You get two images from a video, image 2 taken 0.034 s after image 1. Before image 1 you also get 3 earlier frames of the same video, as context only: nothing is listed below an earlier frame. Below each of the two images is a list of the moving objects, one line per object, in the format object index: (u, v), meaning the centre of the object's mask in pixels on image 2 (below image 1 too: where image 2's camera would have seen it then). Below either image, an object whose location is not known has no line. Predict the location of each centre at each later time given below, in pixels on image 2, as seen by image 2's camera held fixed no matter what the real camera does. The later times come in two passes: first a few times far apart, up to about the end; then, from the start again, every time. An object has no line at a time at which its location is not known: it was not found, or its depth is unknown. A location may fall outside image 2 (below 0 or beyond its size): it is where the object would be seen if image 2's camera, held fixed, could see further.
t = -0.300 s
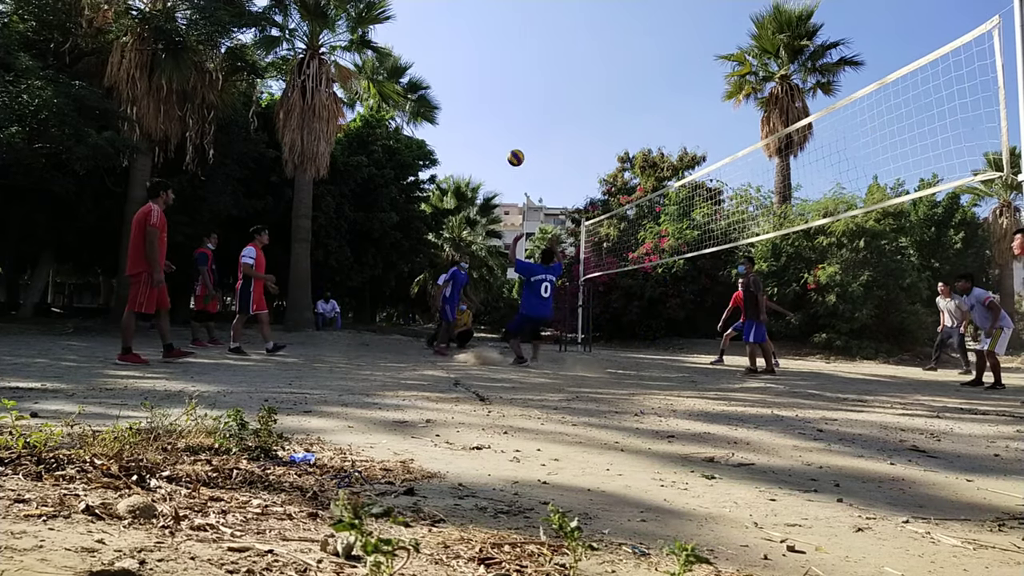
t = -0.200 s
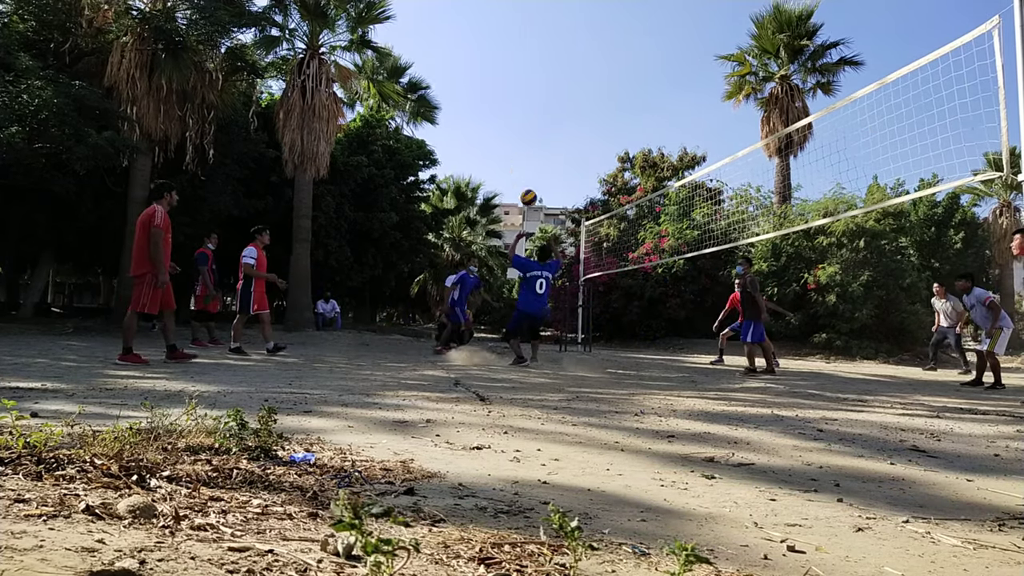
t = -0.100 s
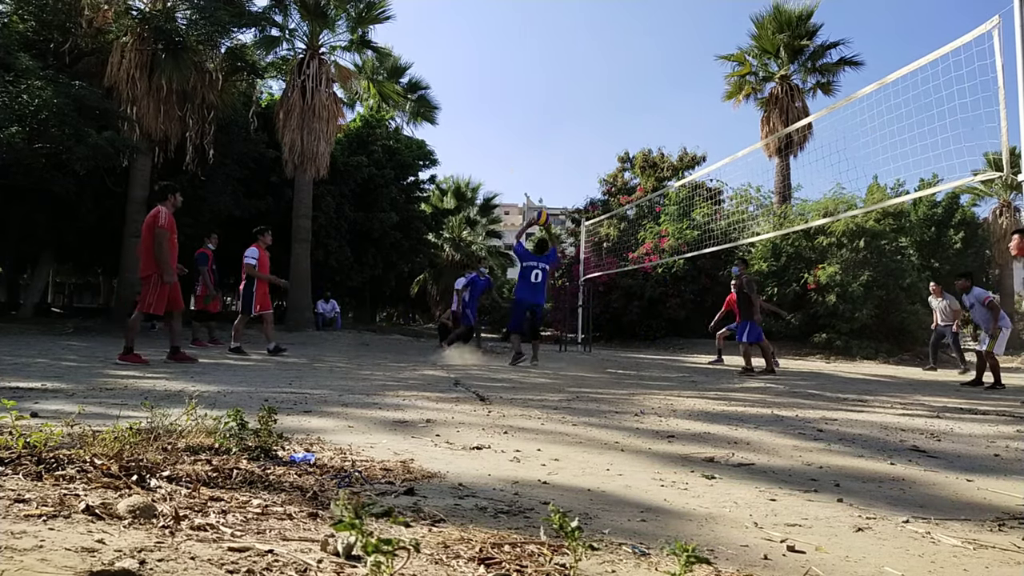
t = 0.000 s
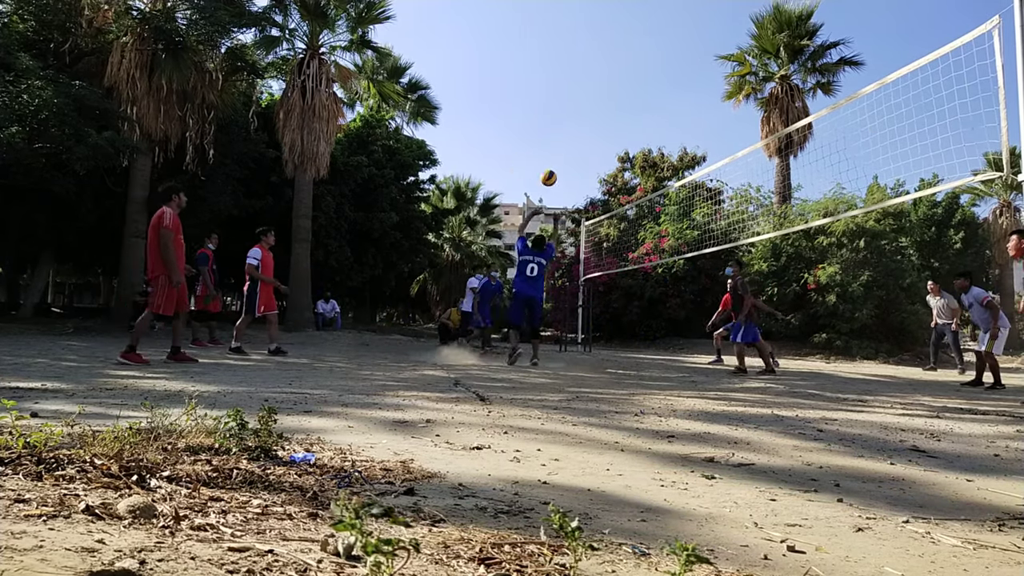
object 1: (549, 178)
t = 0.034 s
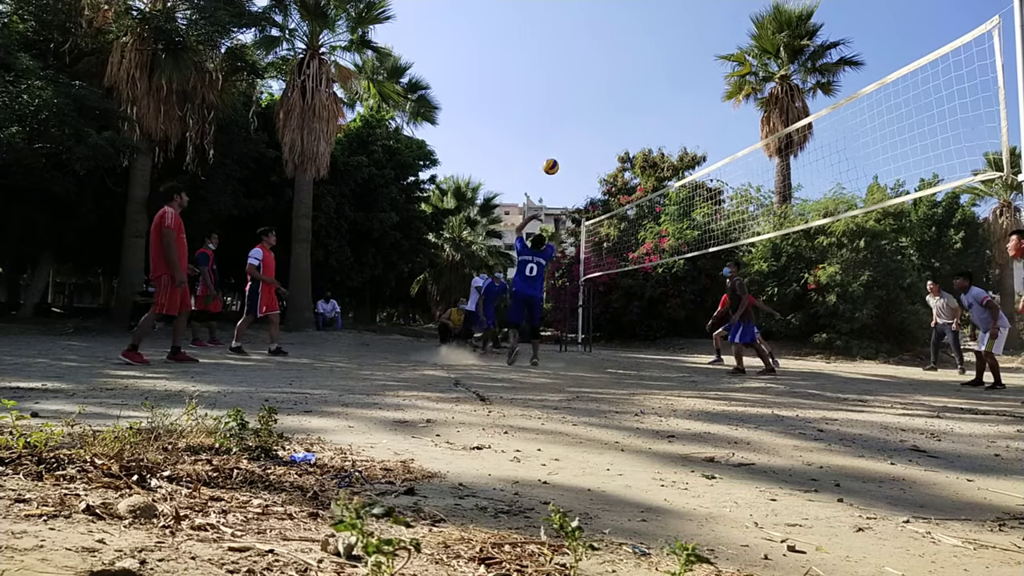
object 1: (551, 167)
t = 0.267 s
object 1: (563, 114)
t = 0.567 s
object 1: (577, 107)
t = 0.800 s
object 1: (586, 142)
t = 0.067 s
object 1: (553, 156)
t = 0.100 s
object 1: (555, 147)
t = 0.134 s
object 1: (557, 139)
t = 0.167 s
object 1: (559, 131)
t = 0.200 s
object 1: (560, 125)
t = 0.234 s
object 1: (562, 119)
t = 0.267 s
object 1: (563, 114)
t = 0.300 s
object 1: (565, 110)
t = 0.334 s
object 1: (567, 107)
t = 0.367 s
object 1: (568, 105)
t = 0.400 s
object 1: (570, 103)
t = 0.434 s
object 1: (571, 103)
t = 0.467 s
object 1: (573, 103)
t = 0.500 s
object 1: (574, 103)
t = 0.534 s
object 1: (576, 105)
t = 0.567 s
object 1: (577, 107)
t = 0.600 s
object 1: (578, 110)
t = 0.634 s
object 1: (579, 113)
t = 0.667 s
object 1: (581, 118)
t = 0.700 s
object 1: (582, 123)
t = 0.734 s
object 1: (584, 129)
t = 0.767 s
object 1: (584, 135)
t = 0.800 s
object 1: (586, 142)
